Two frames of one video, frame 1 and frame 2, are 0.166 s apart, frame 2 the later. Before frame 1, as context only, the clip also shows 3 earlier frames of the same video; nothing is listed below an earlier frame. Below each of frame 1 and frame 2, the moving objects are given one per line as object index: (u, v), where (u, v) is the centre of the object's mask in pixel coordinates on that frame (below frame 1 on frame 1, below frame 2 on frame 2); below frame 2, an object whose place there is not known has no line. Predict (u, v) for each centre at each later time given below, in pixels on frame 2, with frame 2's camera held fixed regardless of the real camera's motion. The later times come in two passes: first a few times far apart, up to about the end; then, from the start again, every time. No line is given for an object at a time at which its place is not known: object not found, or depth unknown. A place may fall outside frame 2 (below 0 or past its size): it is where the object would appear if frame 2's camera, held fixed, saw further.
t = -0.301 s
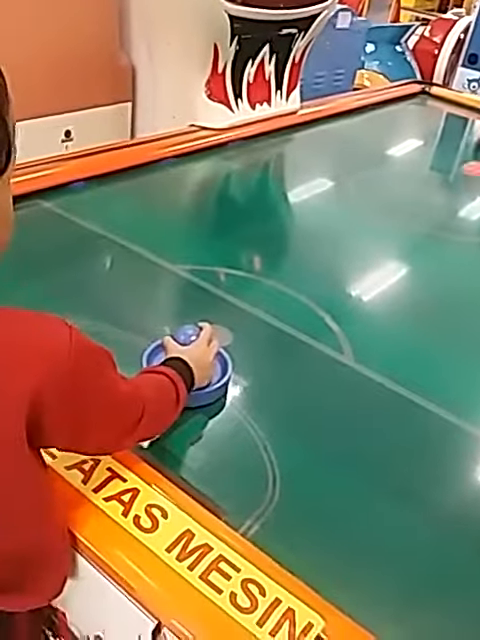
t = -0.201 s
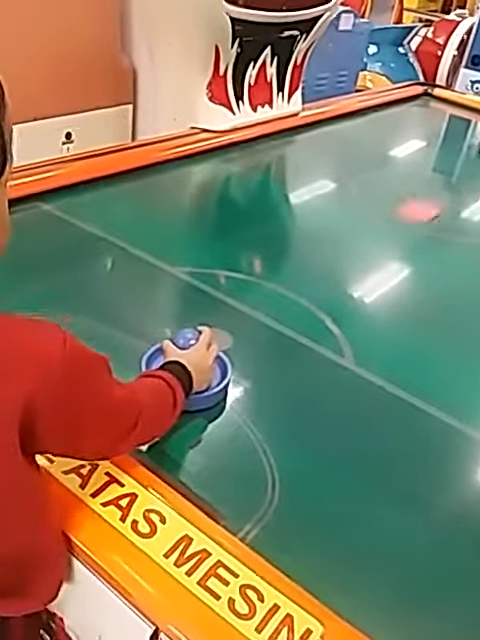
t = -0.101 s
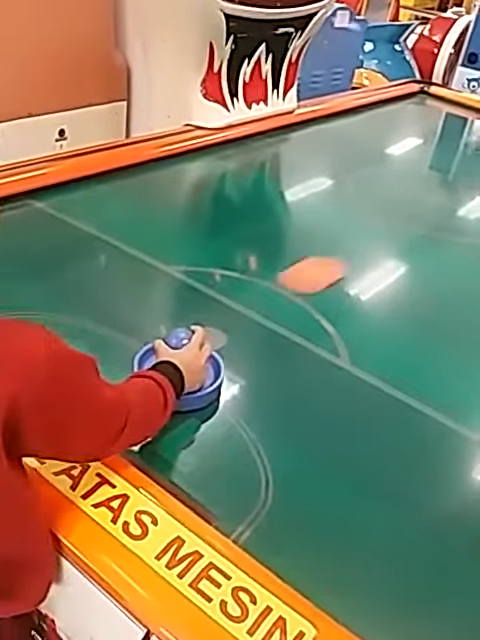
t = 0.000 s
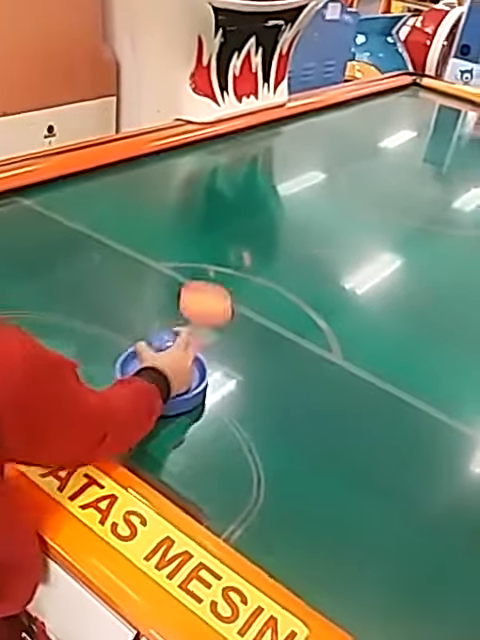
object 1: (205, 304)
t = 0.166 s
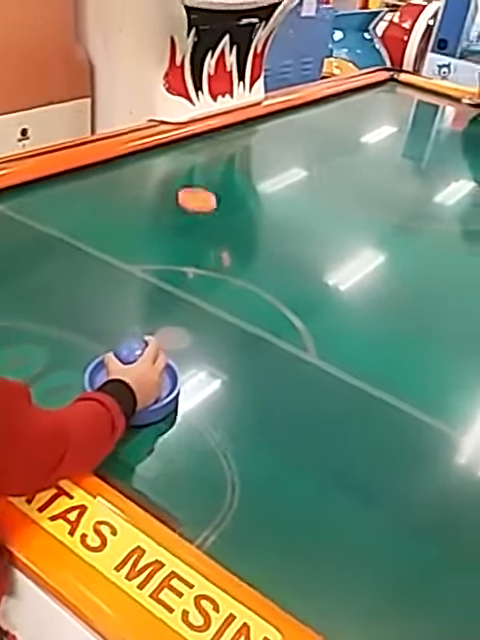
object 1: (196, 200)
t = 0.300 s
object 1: (205, 150)
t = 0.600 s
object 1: (337, 137)
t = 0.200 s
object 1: (199, 186)
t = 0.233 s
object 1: (201, 172)
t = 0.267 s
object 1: (203, 161)
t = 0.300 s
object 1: (205, 150)
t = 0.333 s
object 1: (207, 141)
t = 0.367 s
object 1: (220, 136)
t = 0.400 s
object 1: (236, 136)
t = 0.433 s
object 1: (255, 135)
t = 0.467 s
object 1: (272, 135)
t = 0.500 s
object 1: (290, 137)
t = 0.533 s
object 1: (304, 137)
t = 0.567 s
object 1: (321, 137)
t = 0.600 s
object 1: (337, 137)
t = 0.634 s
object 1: (351, 137)
